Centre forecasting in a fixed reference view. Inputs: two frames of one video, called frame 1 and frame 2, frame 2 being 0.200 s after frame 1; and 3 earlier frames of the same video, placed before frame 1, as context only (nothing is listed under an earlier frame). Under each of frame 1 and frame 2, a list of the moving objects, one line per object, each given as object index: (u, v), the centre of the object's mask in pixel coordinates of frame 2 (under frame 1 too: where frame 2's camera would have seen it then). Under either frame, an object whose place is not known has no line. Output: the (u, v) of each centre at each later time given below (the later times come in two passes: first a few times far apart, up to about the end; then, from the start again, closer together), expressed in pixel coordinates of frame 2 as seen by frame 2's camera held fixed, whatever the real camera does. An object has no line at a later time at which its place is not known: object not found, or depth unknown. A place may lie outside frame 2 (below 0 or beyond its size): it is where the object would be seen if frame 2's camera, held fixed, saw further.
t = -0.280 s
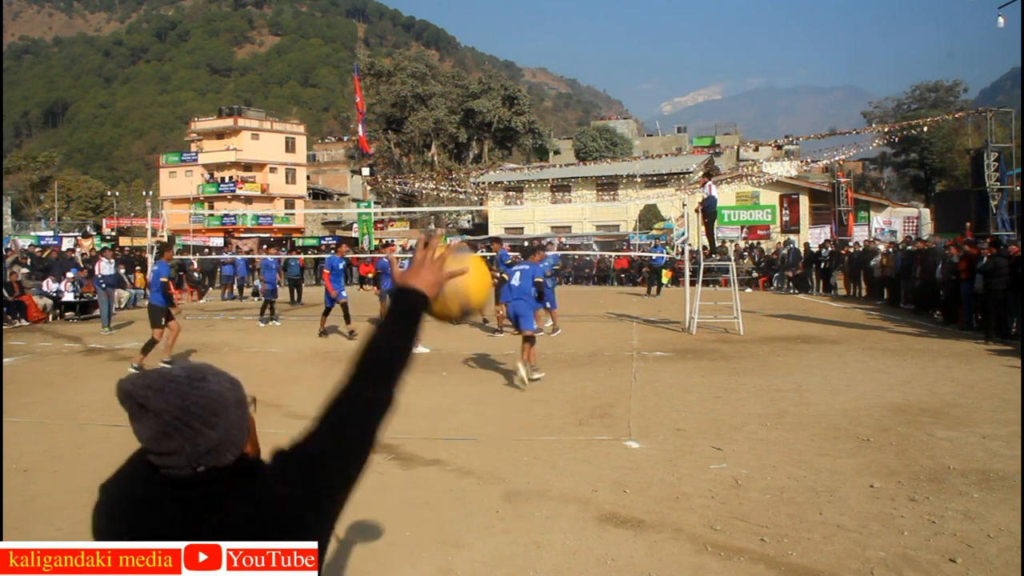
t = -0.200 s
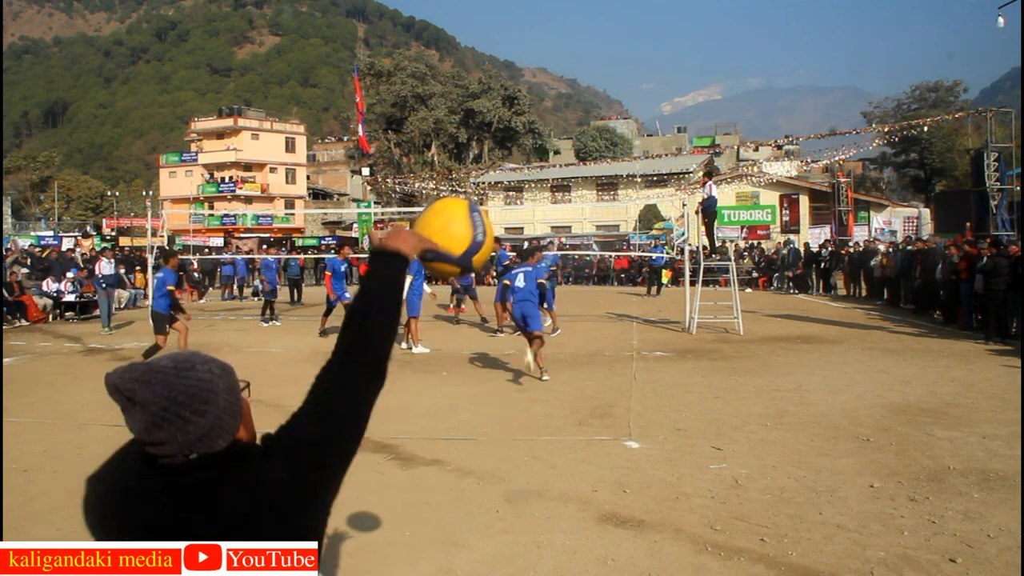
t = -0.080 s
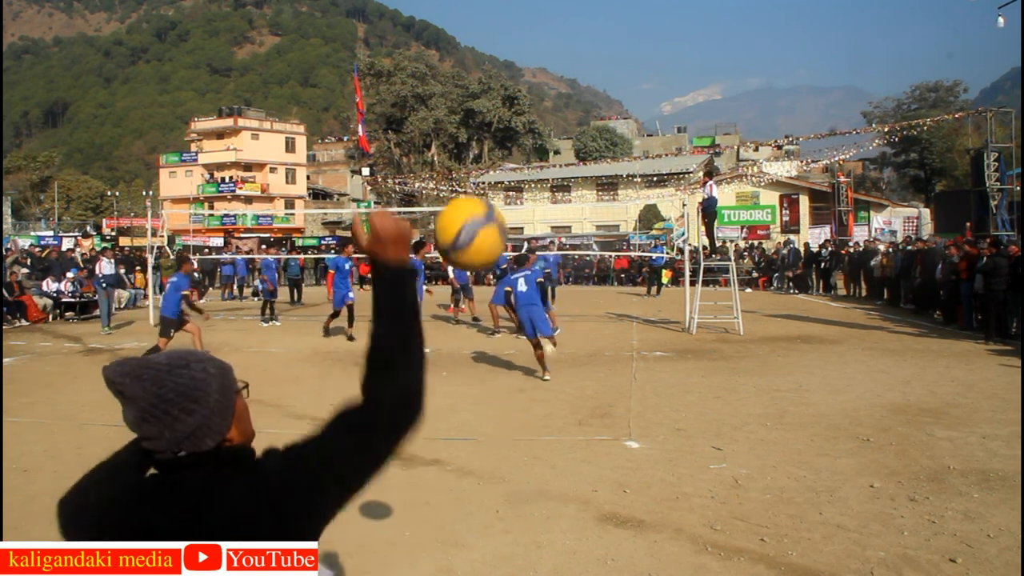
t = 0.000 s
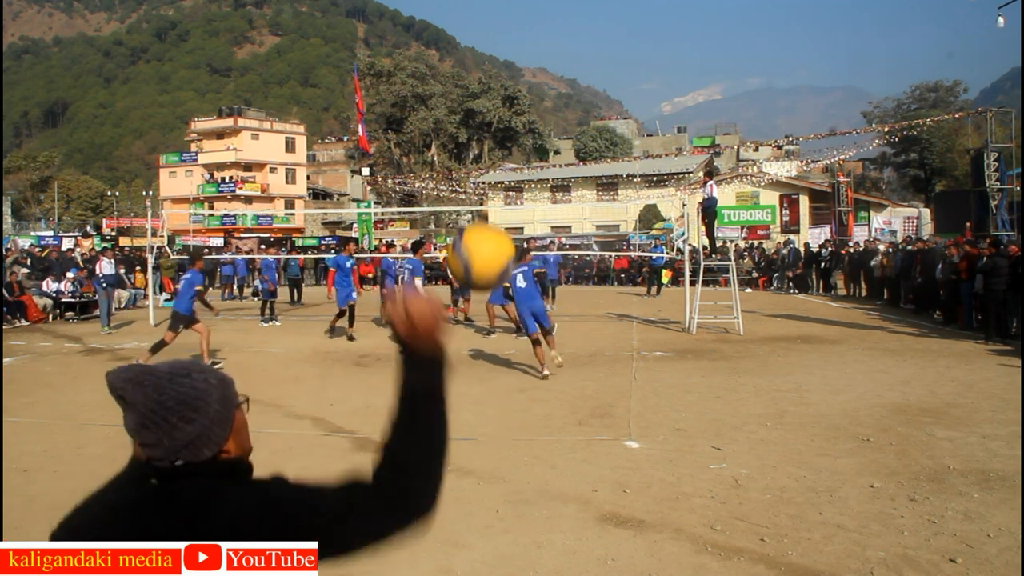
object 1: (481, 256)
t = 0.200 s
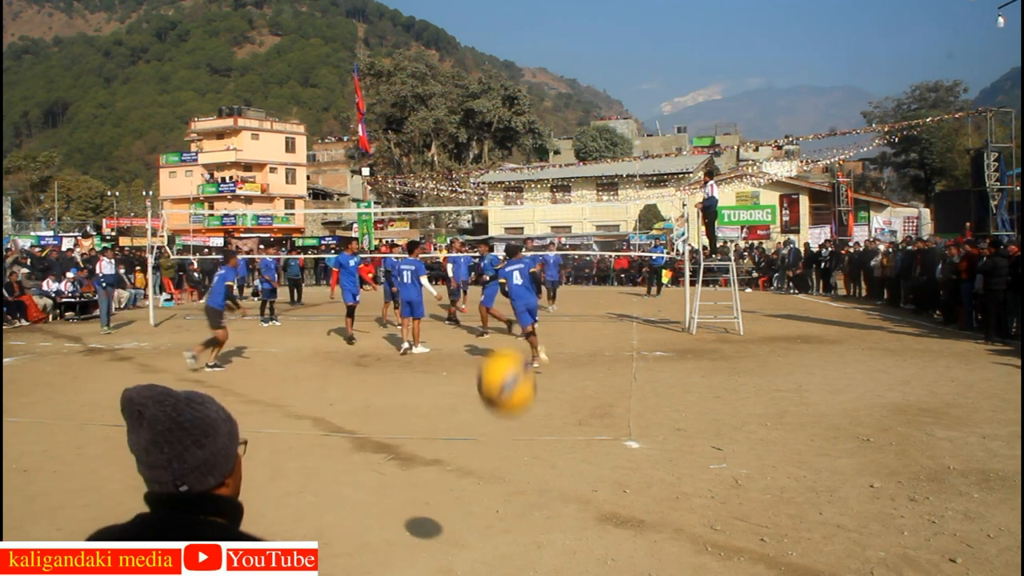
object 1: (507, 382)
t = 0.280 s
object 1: (516, 452)
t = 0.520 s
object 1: (533, 550)
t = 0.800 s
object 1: (538, 402)
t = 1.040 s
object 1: (544, 416)
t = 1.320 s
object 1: (551, 571)
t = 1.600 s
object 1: (576, 477)
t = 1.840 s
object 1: (594, 493)
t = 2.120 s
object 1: (616, 533)
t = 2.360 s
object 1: (637, 505)
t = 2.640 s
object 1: (661, 543)
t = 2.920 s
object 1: (690, 544)
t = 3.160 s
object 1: (714, 540)
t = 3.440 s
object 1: (739, 547)
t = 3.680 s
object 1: (755, 556)
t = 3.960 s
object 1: (780, 556)
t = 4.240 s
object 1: (802, 560)
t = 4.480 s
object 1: (825, 560)
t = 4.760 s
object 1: (852, 561)
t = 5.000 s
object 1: (874, 562)
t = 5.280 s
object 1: (891, 562)
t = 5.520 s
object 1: (911, 564)
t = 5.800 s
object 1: (934, 565)
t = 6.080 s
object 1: (944, 564)
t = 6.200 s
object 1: (944, 563)
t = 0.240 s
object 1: (511, 417)
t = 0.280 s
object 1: (516, 452)
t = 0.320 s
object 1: (520, 492)
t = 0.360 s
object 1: (524, 531)
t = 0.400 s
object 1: (528, 561)
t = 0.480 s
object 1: (533, 567)
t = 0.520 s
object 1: (533, 550)
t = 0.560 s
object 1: (533, 518)
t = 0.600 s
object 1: (535, 489)
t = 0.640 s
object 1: (535, 465)
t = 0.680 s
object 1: (536, 444)
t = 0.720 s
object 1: (536, 426)
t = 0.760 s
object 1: (537, 412)
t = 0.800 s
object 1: (538, 402)
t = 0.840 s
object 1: (539, 396)
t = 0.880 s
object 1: (539, 393)
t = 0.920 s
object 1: (541, 393)
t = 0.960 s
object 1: (542, 397)
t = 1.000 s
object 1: (543, 405)
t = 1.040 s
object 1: (544, 416)
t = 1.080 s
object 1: (546, 431)
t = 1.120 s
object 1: (547, 450)
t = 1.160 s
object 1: (548, 472)
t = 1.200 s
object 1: (549, 497)
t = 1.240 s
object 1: (551, 526)
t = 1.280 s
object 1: (552, 555)
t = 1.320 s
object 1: (551, 571)
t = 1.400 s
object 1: (560, 554)
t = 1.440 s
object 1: (563, 533)
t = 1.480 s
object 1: (566, 514)
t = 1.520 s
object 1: (569, 498)
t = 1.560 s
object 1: (572, 486)
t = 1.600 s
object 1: (576, 477)
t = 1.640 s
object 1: (579, 471)
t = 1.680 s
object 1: (581, 469)
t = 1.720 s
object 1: (585, 470)
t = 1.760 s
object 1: (588, 475)
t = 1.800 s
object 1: (591, 482)
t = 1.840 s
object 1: (594, 493)
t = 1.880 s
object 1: (597, 508)
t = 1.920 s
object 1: (600, 524)
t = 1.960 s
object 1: (603, 546)
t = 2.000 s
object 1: (606, 562)
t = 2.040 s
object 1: (610, 562)
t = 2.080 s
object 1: (613, 549)
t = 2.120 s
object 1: (616, 533)
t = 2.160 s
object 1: (620, 521)
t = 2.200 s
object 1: (623, 511)
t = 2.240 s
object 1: (627, 505)
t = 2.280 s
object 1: (630, 502)
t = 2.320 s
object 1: (633, 502)
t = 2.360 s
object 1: (637, 505)
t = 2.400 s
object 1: (640, 512)
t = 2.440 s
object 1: (643, 521)
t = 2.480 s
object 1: (646, 533)
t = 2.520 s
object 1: (649, 549)
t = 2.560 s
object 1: (652, 562)
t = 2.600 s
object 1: (656, 555)
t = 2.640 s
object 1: (661, 543)
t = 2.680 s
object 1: (665, 535)
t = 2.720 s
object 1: (669, 528)
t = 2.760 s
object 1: (674, 525)
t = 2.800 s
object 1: (678, 525)
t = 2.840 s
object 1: (682, 529)
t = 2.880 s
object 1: (686, 535)
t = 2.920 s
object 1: (690, 544)
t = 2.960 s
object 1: (695, 556)
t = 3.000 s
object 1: (699, 560)
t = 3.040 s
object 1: (702, 554)
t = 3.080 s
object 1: (706, 546)
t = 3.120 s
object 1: (711, 541)
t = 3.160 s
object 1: (714, 540)
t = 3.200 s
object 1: (719, 541)
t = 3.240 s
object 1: (722, 545)
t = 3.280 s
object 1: (726, 553)
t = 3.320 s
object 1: (729, 560)
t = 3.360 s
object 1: (733, 558)
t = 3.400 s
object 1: (736, 553)
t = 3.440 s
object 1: (739, 547)
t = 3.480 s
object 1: (741, 546)
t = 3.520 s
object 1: (744, 547)
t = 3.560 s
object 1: (747, 552)
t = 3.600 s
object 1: (750, 557)
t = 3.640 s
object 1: (752, 560)
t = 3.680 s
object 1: (755, 556)
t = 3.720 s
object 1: (759, 554)
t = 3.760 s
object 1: (763, 553)
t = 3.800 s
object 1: (766, 554)
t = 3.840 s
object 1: (769, 558)
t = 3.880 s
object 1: (773, 560)
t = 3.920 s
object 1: (776, 558)
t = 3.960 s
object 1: (780, 556)
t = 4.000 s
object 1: (783, 557)
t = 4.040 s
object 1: (786, 559)
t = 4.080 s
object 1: (789, 560)
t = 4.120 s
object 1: (793, 559)
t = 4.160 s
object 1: (796, 558)
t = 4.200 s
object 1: (800, 559)
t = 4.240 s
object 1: (802, 560)
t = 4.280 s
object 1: (806, 559)
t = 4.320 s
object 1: (809, 559)
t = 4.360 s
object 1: (813, 560)
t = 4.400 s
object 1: (817, 560)
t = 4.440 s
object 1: (821, 561)
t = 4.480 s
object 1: (825, 560)
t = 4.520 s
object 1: (828, 561)
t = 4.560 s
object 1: (833, 561)
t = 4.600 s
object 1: (837, 561)
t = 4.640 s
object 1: (840, 561)
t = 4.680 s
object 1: (845, 561)
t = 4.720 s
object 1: (848, 561)
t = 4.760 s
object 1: (852, 561)
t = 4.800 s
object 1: (855, 561)
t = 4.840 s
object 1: (859, 561)
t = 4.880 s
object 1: (863, 562)
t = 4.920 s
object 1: (867, 562)
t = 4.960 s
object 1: (870, 562)
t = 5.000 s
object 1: (874, 562)
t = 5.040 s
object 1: (877, 563)
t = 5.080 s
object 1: (880, 562)
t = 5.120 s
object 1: (882, 562)
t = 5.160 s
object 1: (885, 562)
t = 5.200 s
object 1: (887, 562)
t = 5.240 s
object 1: (889, 562)
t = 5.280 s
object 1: (891, 562)
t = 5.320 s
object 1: (893, 563)
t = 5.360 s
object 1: (896, 563)
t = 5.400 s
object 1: (900, 564)
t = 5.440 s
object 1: (904, 564)
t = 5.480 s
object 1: (908, 564)
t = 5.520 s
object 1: (911, 564)
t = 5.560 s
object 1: (915, 565)
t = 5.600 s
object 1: (918, 565)
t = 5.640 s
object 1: (921, 565)
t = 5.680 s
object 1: (925, 565)
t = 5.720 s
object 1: (928, 565)
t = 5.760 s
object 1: (931, 565)
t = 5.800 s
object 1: (934, 565)
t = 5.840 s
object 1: (936, 565)
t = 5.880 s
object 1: (939, 565)
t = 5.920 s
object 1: (941, 565)
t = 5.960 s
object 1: (942, 564)
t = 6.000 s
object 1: (943, 564)
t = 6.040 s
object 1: (943, 564)
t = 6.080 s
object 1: (944, 564)
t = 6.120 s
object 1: (943, 564)
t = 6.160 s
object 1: (943, 564)
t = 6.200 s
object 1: (944, 563)
